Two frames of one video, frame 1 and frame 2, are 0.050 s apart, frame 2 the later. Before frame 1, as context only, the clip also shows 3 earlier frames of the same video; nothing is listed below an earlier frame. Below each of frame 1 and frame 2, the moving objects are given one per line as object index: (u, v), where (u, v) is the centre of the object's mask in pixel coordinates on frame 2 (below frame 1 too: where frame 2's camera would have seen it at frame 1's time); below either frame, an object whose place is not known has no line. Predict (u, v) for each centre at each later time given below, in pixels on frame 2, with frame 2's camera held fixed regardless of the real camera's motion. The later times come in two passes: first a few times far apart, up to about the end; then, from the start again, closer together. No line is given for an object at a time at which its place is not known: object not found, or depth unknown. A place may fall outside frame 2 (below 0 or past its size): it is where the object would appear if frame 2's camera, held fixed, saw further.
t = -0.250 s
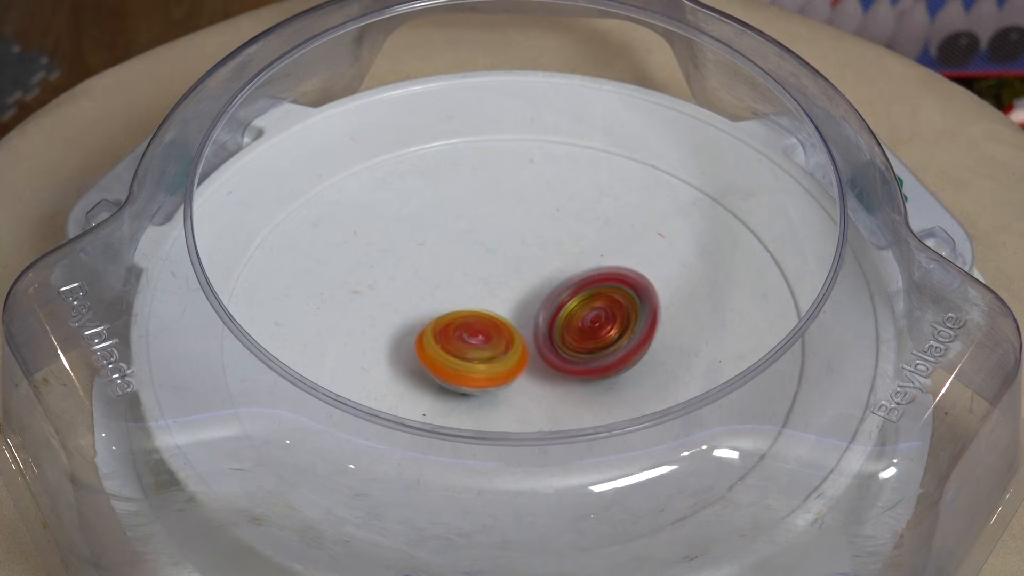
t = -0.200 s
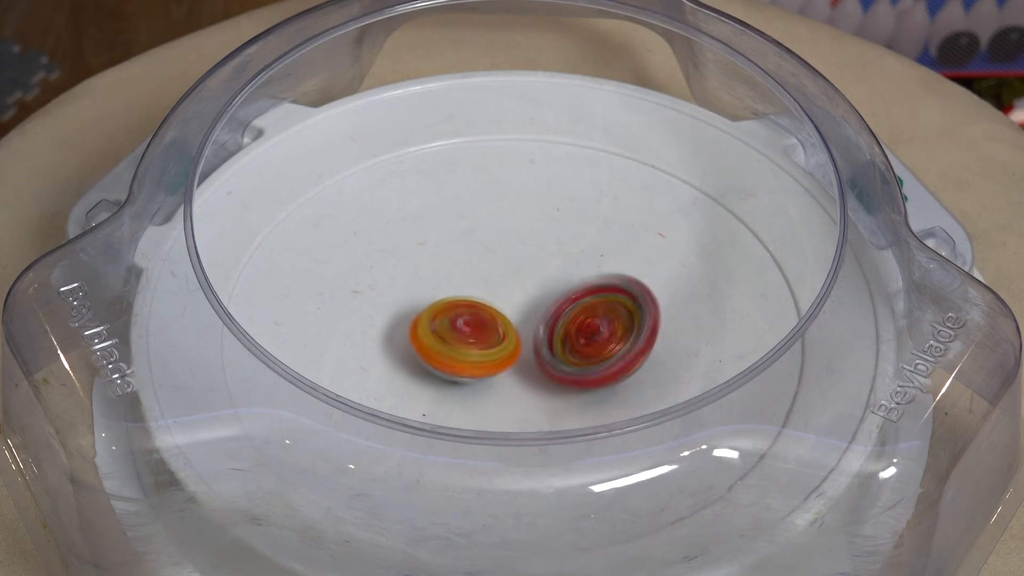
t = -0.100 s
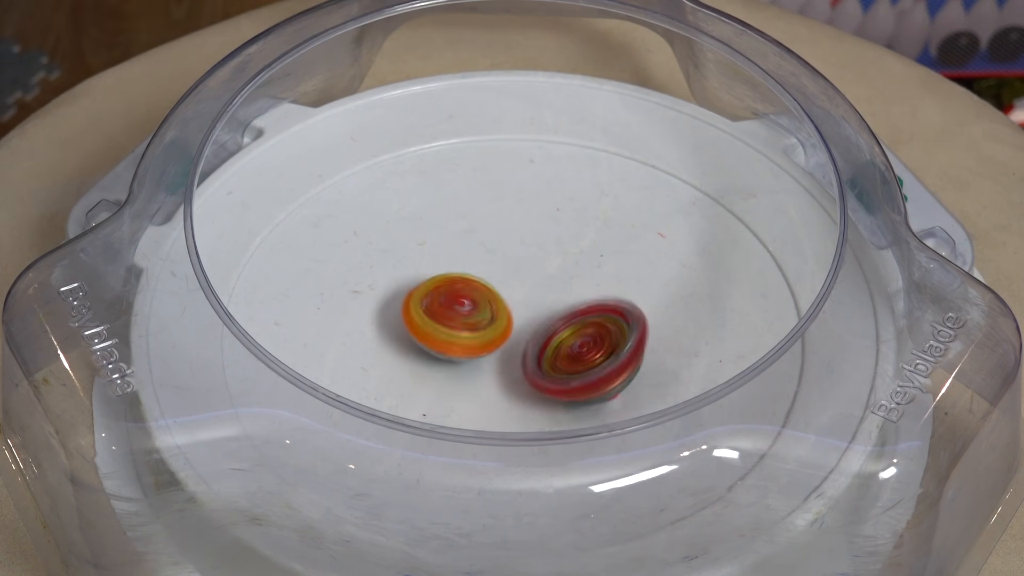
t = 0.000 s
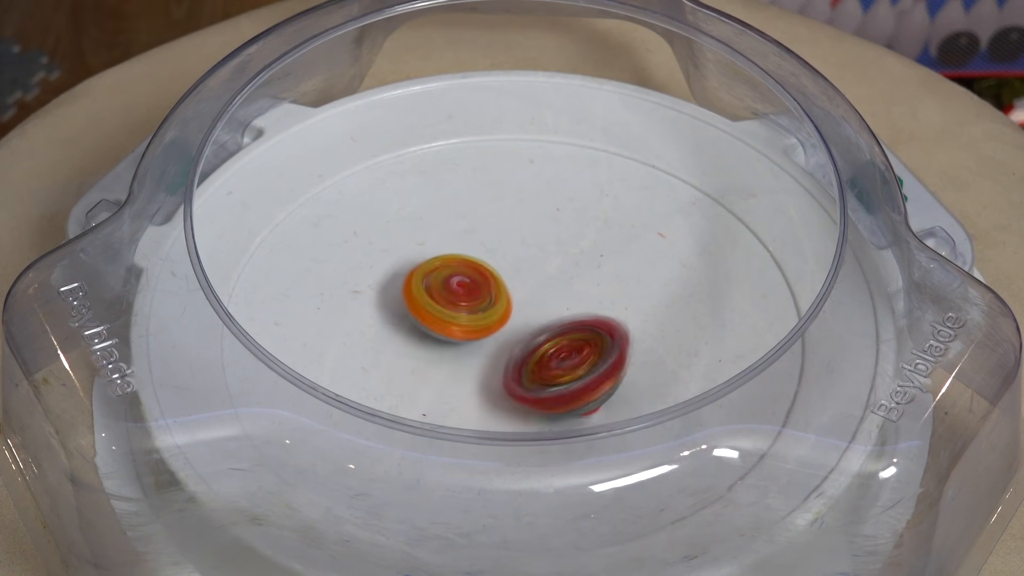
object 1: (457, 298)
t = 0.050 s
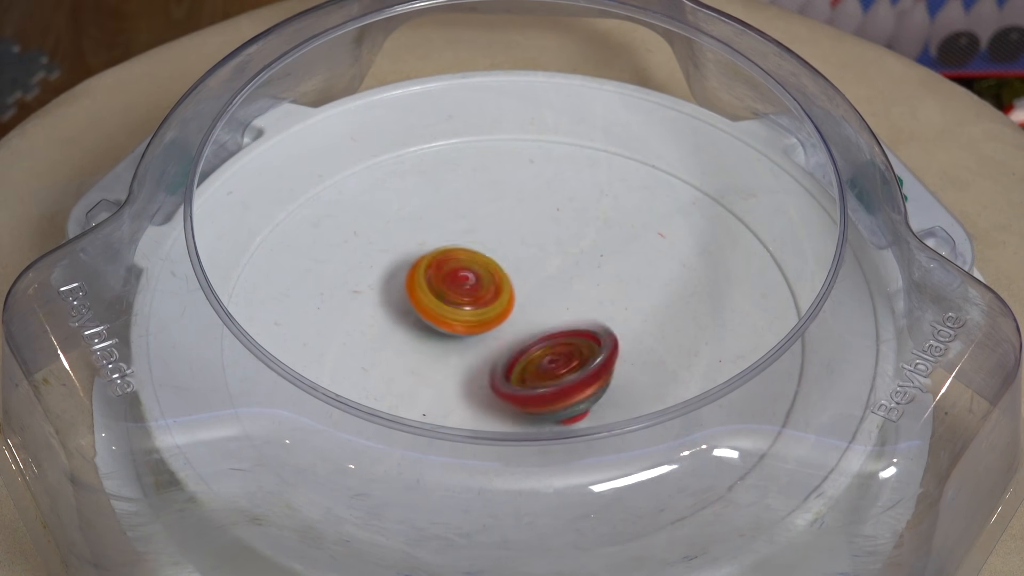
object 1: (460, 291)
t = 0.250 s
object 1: (485, 276)
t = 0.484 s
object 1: (529, 284)
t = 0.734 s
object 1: (608, 301)
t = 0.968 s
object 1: (626, 331)
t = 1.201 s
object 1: (593, 371)
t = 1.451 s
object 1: (521, 393)
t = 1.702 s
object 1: (456, 372)
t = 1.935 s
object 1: (432, 322)
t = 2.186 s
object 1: (460, 277)
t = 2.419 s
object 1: (528, 247)
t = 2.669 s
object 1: (610, 272)
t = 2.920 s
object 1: (636, 338)
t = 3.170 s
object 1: (602, 398)
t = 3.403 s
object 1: (486, 395)
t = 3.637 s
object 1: (428, 323)
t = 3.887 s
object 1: (501, 260)
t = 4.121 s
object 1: (596, 288)
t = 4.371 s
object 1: (598, 371)
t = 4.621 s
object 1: (491, 394)
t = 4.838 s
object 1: (437, 338)
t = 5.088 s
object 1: (490, 273)
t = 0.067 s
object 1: (461, 289)
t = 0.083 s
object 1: (463, 287)
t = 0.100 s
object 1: (464, 285)
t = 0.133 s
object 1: (468, 282)
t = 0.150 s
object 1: (470, 281)
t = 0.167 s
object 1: (473, 280)
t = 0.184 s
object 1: (475, 279)
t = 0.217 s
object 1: (480, 277)
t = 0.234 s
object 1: (482, 276)
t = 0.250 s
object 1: (485, 276)
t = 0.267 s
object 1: (487, 276)
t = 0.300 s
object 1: (493, 276)
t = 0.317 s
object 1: (496, 275)
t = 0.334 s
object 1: (499, 276)
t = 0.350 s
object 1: (501, 276)
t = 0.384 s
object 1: (507, 277)
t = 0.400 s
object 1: (511, 278)
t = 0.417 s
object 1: (514, 279)
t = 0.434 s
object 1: (518, 280)
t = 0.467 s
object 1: (525, 283)
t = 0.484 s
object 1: (529, 284)
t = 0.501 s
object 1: (532, 286)
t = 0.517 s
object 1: (536, 287)
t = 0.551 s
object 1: (548, 290)
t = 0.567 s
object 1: (556, 290)
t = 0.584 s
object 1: (563, 291)
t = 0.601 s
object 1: (570, 291)
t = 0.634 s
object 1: (581, 292)
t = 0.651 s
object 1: (587, 294)
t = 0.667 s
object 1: (592, 295)
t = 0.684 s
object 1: (596, 297)
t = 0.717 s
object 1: (605, 300)
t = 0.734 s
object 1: (608, 301)
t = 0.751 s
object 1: (611, 304)
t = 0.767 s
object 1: (615, 306)
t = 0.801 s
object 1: (620, 310)
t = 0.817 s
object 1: (622, 312)
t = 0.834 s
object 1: (623, 314)
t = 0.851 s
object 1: (625, 316)
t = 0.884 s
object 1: (627, 320)
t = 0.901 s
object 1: (627, 322)
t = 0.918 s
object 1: (627, 325)
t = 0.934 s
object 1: (627, 327)
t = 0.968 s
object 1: (626, 331)
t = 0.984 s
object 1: (625, 333)
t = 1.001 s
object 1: (623, 336)
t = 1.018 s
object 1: (621, 338)
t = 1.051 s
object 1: (617, 342)
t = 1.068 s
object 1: (615, 344)
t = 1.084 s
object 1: (611, 347)
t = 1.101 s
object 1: (608, 349)
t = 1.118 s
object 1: (606, 352)
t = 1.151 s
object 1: (602, 360)
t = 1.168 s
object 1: (598, 365)
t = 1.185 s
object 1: (596, 368)
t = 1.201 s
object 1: (593, 371)
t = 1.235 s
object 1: (585, 377)
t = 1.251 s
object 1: (580, 381)
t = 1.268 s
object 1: (576, 383)
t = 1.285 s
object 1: (571, 384)
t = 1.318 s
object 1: (561, 388)
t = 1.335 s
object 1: (556, 389)
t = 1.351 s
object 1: (552, 389)
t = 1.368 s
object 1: (547, 391)
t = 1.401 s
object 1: (536, 393)
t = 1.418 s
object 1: (531, 393)
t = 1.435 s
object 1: (527, 393)
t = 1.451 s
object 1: (521, 393)
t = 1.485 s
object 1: (511, 393)
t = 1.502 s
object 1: (506, 392)
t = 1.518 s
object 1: (501, 391)
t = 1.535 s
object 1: (496, 390)
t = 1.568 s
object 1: (487, 389)
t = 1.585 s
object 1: (482, 387)
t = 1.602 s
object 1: (478, 386)
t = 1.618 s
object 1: (474, 384)
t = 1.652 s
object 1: (467, 379)
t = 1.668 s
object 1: (464, 376)
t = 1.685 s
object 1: (458, 374)
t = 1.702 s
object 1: (456, 372)
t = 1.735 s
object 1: (449, 366)
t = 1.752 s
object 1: (447, 363)
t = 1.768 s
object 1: (444, 360)
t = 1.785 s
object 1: (443, 356)
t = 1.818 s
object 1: (439, 350)
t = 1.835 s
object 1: (440, 347)
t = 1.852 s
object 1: (438, 343)
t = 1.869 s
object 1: (436, 339)
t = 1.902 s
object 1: (433, 331)
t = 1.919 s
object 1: (432, 326)
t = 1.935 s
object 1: (432, 322)
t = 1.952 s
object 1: (431, 319)
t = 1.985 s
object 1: (432, 311)
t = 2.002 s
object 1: (433, 307)
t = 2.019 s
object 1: (434, 305)
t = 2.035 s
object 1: (435, 301)
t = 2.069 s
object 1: (439, 295)
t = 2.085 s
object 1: (441, 292)
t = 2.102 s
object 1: (444, 290)
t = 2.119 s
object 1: (447, 287)
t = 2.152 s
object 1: (453, 282)
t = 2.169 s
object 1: (456, 280)
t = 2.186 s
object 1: (460, 277)
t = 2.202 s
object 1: (465, 276)
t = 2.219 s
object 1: (468, 274)
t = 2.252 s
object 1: (478, 267)
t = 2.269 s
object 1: (483, 263)
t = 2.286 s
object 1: (488, 260)
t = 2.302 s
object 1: (493, 258)
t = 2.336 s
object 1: (503, 253)
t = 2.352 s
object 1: (507, 252)
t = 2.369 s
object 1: (513, 249)
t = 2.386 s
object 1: (518, 249)
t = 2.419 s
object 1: (528, 247)
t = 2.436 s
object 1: (533, 247)
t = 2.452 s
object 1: (537, 247)
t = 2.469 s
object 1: (543, 248)
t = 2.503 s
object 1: (552, 249)
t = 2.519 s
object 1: (557, 251)
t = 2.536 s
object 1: (562, 253)
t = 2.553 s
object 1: (566, 254)
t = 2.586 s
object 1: (575, 259)
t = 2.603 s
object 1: (580, 261)
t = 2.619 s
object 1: (589, 263)
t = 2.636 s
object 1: (596, 266)
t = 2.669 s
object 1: (610, 272)
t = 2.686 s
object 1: (614, 276)
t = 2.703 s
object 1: (619, 279)
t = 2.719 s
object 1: (622, 283)
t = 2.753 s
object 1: (627, 291)
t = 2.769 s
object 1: (629, 295)
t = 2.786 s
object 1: (630, 300)
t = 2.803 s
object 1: (632, 303)
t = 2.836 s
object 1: (632, 312)
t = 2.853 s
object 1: (633, 315)
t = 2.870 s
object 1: (632, 320)
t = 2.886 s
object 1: (630, 325)
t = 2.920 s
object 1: (636, 338)
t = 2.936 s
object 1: (640, 347)
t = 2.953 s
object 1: (644, 355)
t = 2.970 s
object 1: (645, 362)
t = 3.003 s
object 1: (644, 373)
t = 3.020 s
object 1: (642, 377)
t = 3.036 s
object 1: (638, 381)
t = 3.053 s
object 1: (637, 384)
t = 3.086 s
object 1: (628, 390)
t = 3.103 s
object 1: (625, 392)
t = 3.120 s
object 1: (619, 393)
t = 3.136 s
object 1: (614, 396)
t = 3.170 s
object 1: (602, 398)
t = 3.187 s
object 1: (597, 400)
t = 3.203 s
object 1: (591, 401)
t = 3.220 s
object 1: (583, 401)
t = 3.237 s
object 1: (578, 401)
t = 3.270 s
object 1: (563, 400)
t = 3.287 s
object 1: (557, 399)
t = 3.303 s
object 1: (549, 400)
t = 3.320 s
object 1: (542, 399)
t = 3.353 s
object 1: (520, 399)
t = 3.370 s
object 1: (509, 399)
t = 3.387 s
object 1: (498, 396)
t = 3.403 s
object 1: (486, 395)
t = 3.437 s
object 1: (468, 391)
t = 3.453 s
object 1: (461, 387)
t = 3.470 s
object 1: (453, 383)
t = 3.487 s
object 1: (448, 378)
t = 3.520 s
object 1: (437, 367)
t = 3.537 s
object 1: (435, 361)
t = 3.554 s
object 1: (431, 355)
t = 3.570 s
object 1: (429, 348)
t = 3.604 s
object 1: (428, 337)
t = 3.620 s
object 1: (428, 329)
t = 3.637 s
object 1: (428, 323)
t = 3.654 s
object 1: (430, 318)
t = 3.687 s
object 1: (434, 306)
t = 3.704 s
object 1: (437, 300)
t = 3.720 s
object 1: (442, 297)
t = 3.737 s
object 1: (445, 292)
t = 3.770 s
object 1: (455, 282)
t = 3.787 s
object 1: (460, 279)
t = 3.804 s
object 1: (466, 275)
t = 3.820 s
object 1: (472, 270)
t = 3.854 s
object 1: (486, 266)
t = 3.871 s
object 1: (493, 262)
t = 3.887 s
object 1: (501, 260)
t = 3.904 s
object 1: (508, 258)
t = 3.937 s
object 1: (523, 257)
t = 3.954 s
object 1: (532, 258)
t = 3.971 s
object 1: (540, 260)
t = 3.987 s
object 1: (547, 260)
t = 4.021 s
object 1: (563, 264)
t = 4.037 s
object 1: (568, 269)
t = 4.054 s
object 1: (575, 270)
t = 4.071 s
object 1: (581, 274)
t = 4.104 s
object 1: (592, 285)
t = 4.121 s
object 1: (596, 288)
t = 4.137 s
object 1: (601, 293)
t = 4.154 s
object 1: (604, 299)
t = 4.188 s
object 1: (609, 308)
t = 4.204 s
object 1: (611, 314)
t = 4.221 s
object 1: (613, 321)
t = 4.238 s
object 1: (613, 326)
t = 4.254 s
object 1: (614, 331)
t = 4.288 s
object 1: (612, 344)
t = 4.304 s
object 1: (612, 349)
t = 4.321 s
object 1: (608, 354)
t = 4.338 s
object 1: (606, 360)
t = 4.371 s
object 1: (598, 371)
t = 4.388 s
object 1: (592, 375)
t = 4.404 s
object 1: (587, 380)
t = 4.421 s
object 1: (580, 385)
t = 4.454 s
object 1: (567, 389)
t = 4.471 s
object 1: (559, 393)
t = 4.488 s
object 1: (552, 395)
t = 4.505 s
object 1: (544, 395)
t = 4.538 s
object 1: (527, 397)
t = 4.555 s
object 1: (521, 398)
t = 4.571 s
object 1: (512, 396)
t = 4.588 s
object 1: (506, 394)
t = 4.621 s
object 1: (491, 394)
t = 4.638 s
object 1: (482, 390)
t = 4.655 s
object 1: (476, 388)
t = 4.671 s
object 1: (469, 386)
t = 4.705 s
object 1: (458, 377)
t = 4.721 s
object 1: (453, 374)
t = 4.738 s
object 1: (449, 370)
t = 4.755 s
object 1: (446, 365)
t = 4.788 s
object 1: (440, 354)
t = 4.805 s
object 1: (438, 350)
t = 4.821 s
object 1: (438, 345)
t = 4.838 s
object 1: (437, 338)
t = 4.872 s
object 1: (438, 329)
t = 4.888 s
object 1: (439, 325)
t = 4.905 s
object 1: (440, 319)
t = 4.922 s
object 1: (442, 315)
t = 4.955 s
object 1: (448, 307)
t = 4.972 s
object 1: (452, 302)
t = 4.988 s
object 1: (455, 297)
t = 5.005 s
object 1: (460, 294)
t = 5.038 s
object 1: (471, 287)
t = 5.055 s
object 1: (477, 281)
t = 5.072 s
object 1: (484, 278)
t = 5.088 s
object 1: (490, 273)
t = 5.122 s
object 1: (509, 268)
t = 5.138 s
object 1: (520, 267)
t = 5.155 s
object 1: (526, 267)
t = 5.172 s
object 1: (537, 269)
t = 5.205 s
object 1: (553, 272)
